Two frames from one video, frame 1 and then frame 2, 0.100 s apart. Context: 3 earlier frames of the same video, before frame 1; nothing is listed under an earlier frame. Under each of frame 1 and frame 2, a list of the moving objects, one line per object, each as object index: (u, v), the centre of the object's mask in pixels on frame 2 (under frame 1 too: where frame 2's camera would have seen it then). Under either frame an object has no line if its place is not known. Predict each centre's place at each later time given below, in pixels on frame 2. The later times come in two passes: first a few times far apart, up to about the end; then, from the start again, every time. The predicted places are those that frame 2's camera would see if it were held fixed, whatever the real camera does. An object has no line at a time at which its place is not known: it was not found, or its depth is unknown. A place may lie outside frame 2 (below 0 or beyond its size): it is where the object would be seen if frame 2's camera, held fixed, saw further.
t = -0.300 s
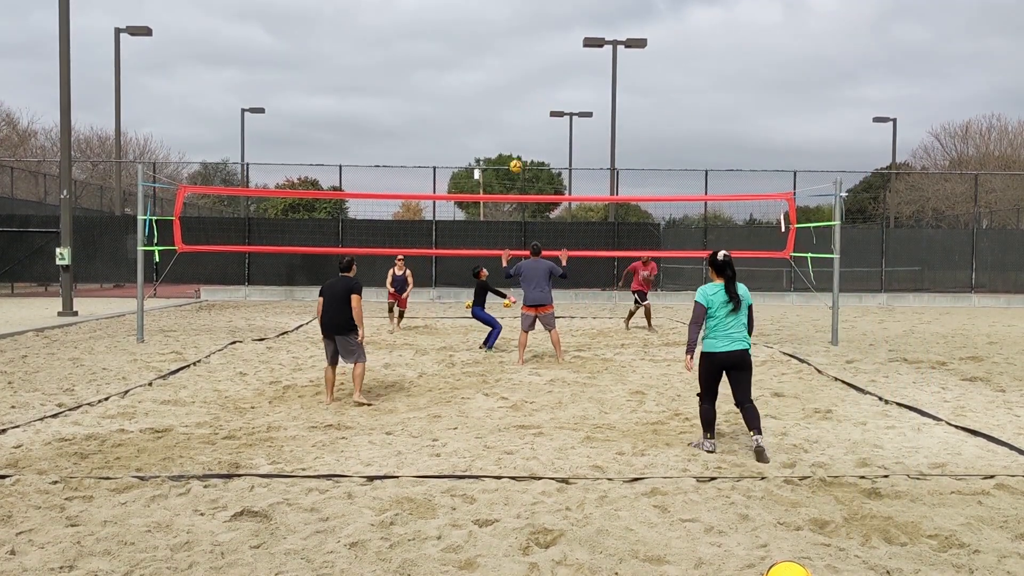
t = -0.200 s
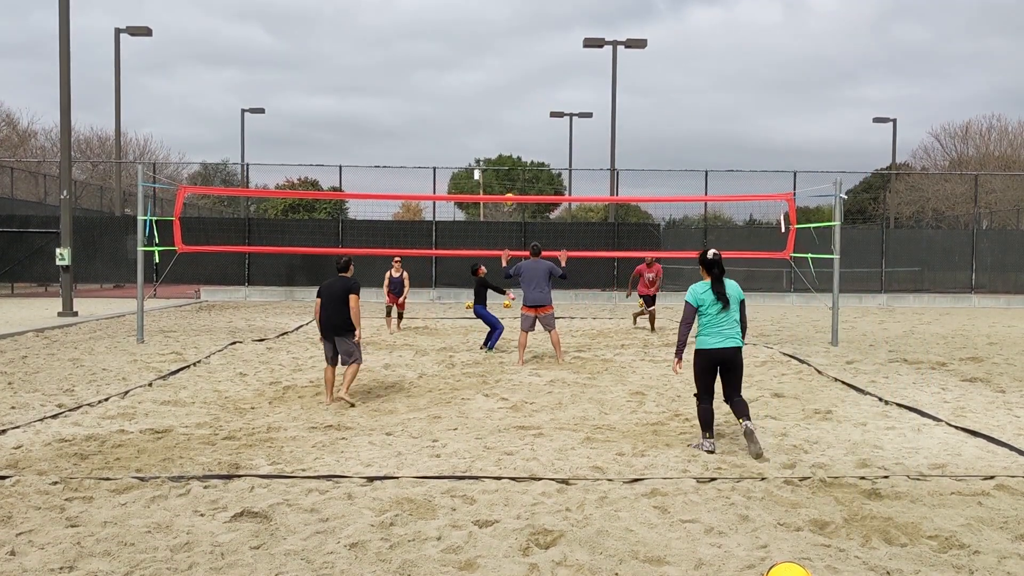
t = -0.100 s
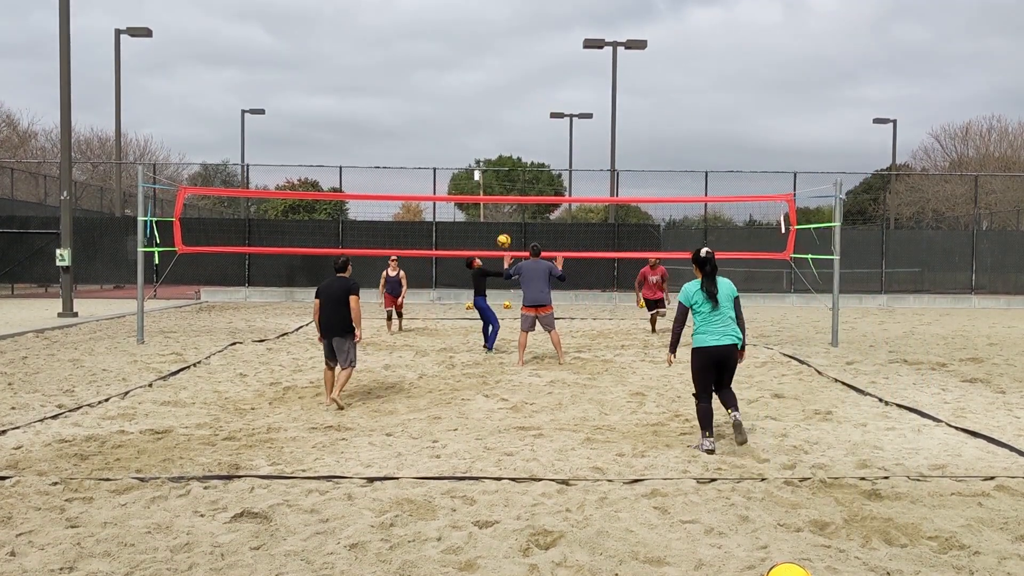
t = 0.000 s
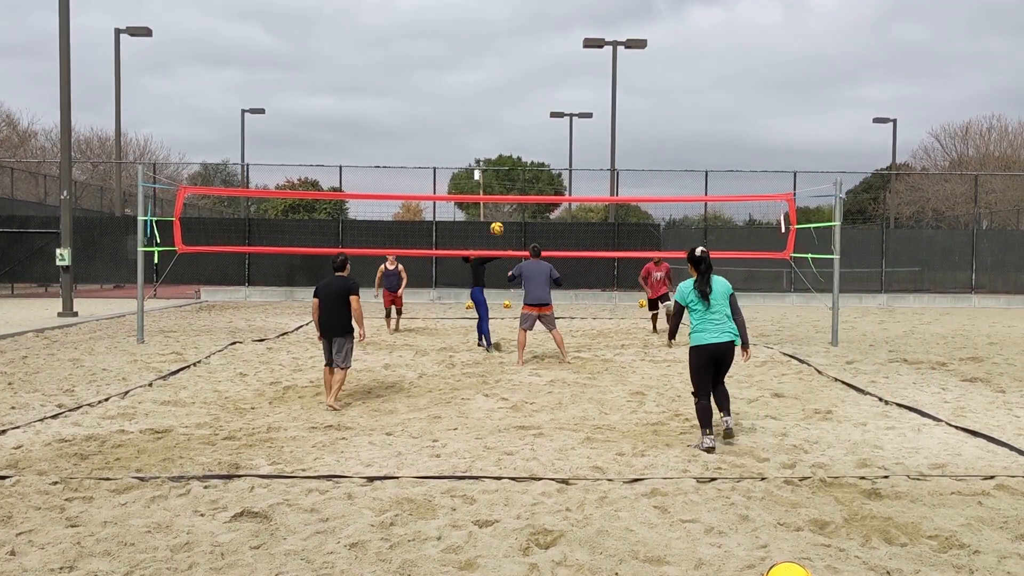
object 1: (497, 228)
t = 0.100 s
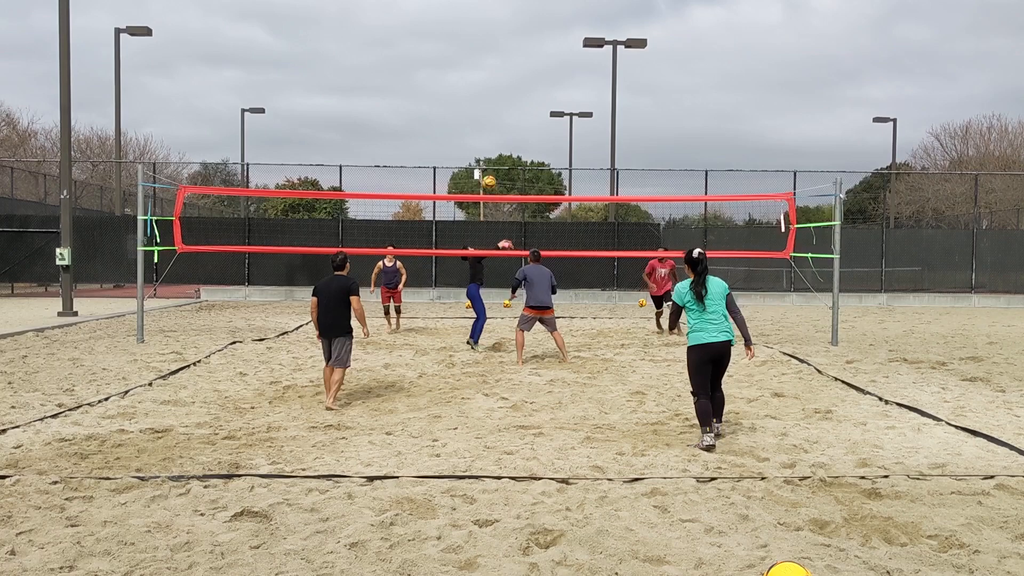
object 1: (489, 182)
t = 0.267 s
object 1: (476, 120)
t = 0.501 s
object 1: (459, 64)
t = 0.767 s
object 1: (440, 45)
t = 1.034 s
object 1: (425, 66)
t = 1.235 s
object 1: (413, 111)
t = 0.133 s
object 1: (486, 168)
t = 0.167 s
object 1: (484, 155)
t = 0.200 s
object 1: (481, 143)
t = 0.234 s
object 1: (478, 131)
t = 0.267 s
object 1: (476, 120)
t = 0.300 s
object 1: (473, 110)
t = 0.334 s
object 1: (471, 100)
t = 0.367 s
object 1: (468, 92)
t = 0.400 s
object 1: (466, 84)
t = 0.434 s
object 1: (463, 77)
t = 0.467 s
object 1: (461, 70)
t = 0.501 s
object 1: (459, 64)
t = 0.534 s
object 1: (456, 60)
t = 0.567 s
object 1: (454, 55)
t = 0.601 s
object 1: (452, 52)
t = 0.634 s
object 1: (450, 49)
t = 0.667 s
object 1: (447, 47)
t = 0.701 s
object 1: (445, 45)
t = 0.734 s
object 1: (442, 45)
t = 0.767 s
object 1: (440, 45)
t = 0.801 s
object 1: (438, 45)
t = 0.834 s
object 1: (436, 46)
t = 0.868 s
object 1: (434, 49)
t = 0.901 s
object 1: (432, 51)
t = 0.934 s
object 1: (430, 55)
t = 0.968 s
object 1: (428, 59)
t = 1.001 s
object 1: (425, 64)
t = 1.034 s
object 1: (425, 66)
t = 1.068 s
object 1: (423, 72)
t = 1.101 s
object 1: (420, 79)
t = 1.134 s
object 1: (418, 86)
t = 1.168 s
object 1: (417, 94)
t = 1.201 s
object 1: (415, 102)
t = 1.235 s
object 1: (413, 111)
